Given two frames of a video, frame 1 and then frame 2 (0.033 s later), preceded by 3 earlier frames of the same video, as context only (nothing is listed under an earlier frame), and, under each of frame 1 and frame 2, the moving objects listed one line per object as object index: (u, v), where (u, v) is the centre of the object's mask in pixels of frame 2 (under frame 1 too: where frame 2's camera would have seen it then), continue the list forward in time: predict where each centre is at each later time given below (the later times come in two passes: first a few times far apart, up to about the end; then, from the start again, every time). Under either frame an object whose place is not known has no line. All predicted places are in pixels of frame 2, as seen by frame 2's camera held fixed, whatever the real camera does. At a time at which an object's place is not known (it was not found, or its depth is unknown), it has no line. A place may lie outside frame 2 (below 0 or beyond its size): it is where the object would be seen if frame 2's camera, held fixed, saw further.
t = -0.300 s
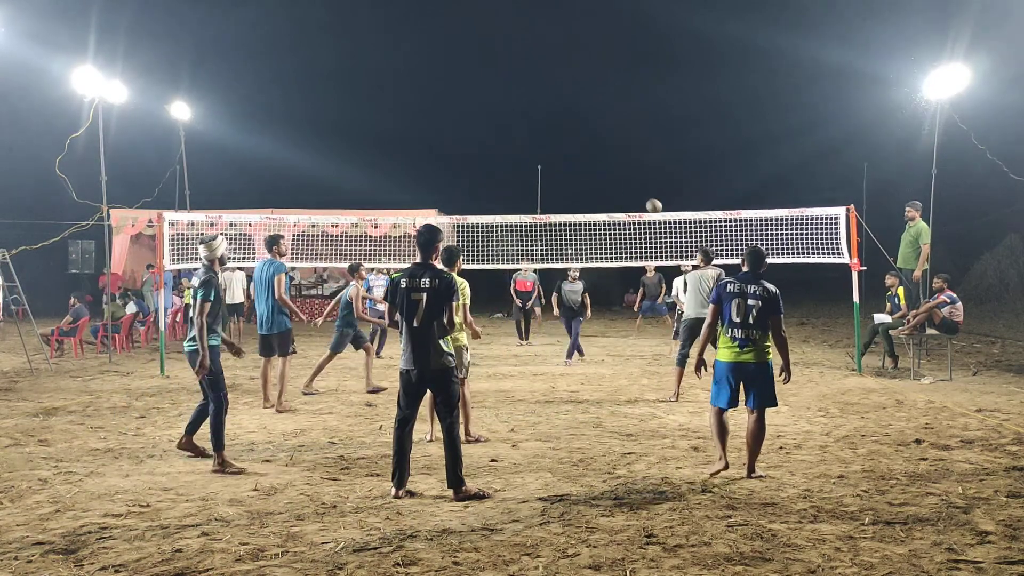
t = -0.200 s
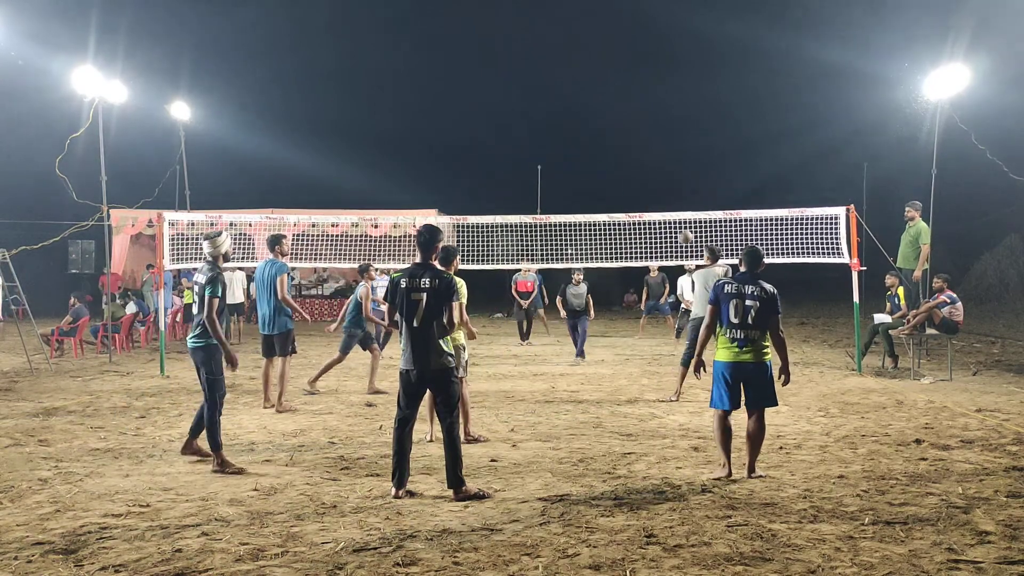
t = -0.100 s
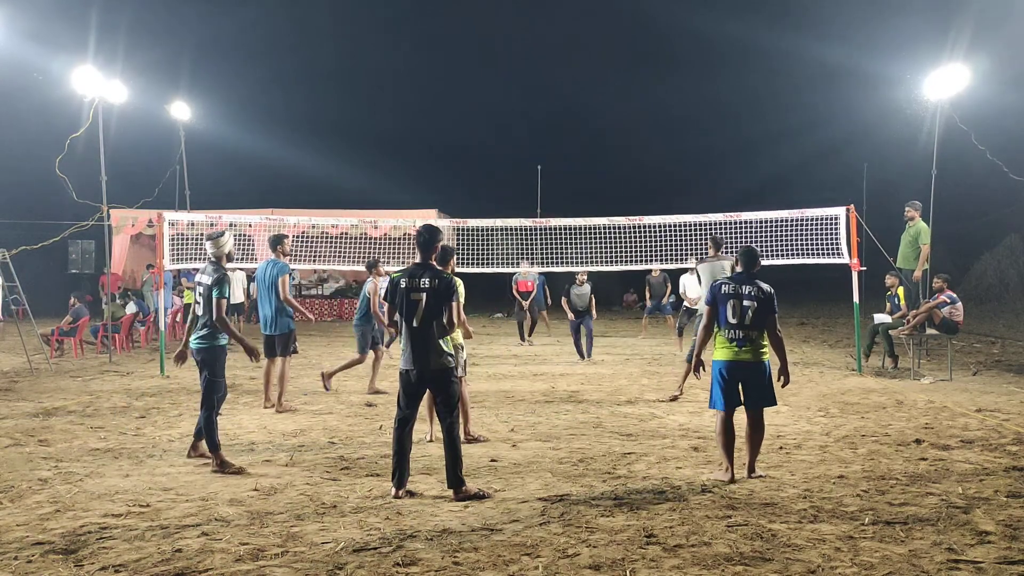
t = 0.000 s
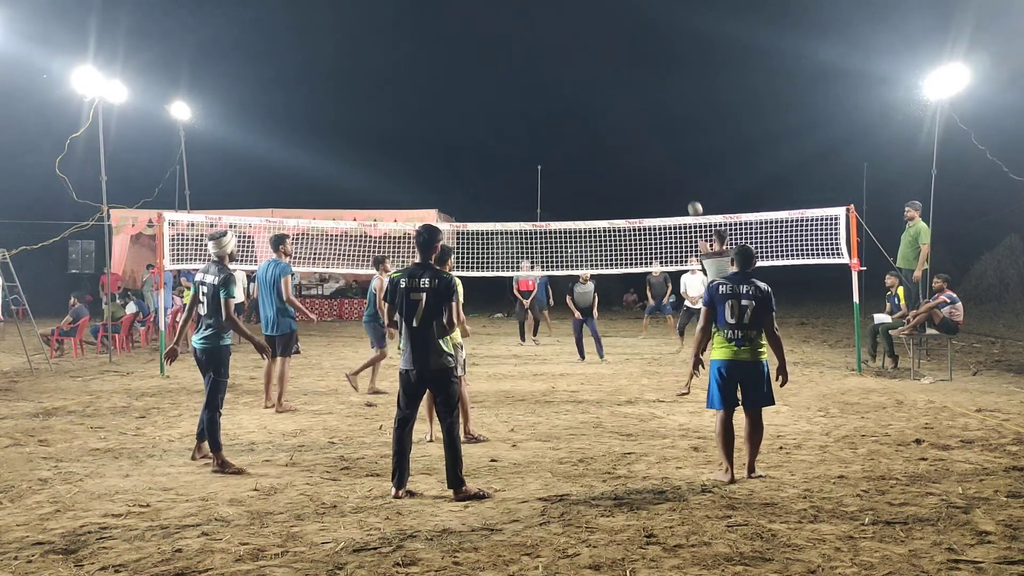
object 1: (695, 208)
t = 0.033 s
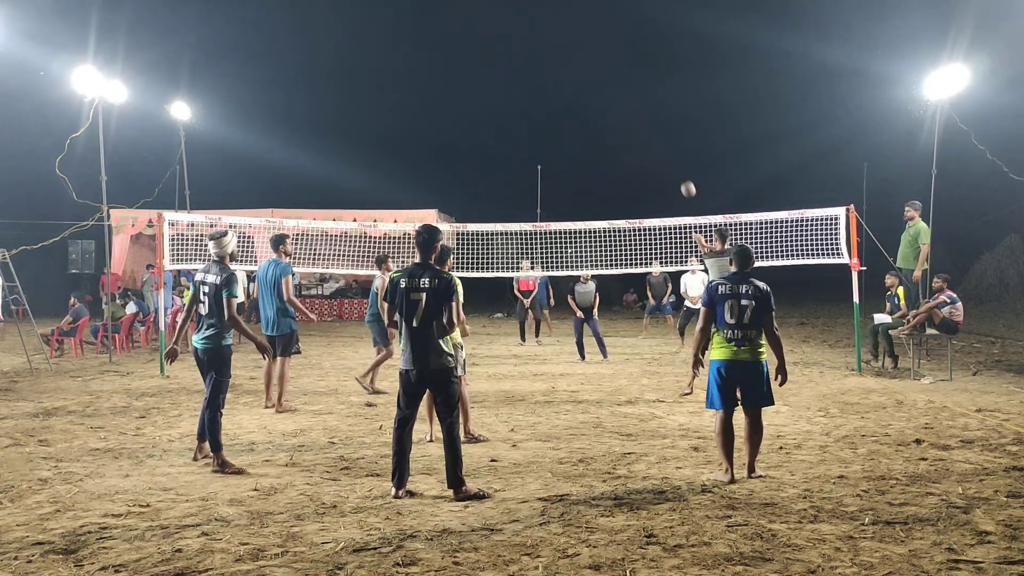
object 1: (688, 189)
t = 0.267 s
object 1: (643, 83)
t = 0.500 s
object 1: (606, 32)
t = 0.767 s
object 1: (573, 22)
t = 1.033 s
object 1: (547, 52)
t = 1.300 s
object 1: (527, 114)
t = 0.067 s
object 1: (681, 170)
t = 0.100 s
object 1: (674, 152)
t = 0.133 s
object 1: (667, 136)
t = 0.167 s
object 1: (660, 121)
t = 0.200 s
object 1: (654, 107)
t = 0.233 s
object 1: (648, 94)
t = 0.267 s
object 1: (643, 83)
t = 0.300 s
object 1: (637, 73)
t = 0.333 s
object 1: (631, 64)
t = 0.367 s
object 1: (626, 56)
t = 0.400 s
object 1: (621, 48)
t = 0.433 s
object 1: (616, 42)
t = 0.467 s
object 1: (611, 36)
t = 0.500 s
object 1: (606, 32)
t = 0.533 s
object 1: (602, 28)
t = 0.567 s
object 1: (597, 25)
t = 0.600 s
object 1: (593, 22)
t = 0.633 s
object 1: (589, 21)
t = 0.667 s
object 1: (585, 20)
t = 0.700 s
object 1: (581, 20)
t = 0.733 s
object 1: (577, 21)
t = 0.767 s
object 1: (573, 22)
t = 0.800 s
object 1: (570, 24)
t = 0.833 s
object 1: (566, 26)
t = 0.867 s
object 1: (563, 29)
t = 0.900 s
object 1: (560, 33)
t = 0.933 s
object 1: (557, 37)
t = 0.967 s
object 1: (553, 42)
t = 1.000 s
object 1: (550, 47)
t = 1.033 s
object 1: (547, 52)
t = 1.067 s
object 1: (545, 59)
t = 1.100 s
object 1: (542, 65)
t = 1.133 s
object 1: (539, 72)
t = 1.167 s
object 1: (537, 80)
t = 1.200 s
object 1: (534, 87)
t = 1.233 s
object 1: (532, 96)
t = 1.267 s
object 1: (530, 105)
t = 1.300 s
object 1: (527, 114)
